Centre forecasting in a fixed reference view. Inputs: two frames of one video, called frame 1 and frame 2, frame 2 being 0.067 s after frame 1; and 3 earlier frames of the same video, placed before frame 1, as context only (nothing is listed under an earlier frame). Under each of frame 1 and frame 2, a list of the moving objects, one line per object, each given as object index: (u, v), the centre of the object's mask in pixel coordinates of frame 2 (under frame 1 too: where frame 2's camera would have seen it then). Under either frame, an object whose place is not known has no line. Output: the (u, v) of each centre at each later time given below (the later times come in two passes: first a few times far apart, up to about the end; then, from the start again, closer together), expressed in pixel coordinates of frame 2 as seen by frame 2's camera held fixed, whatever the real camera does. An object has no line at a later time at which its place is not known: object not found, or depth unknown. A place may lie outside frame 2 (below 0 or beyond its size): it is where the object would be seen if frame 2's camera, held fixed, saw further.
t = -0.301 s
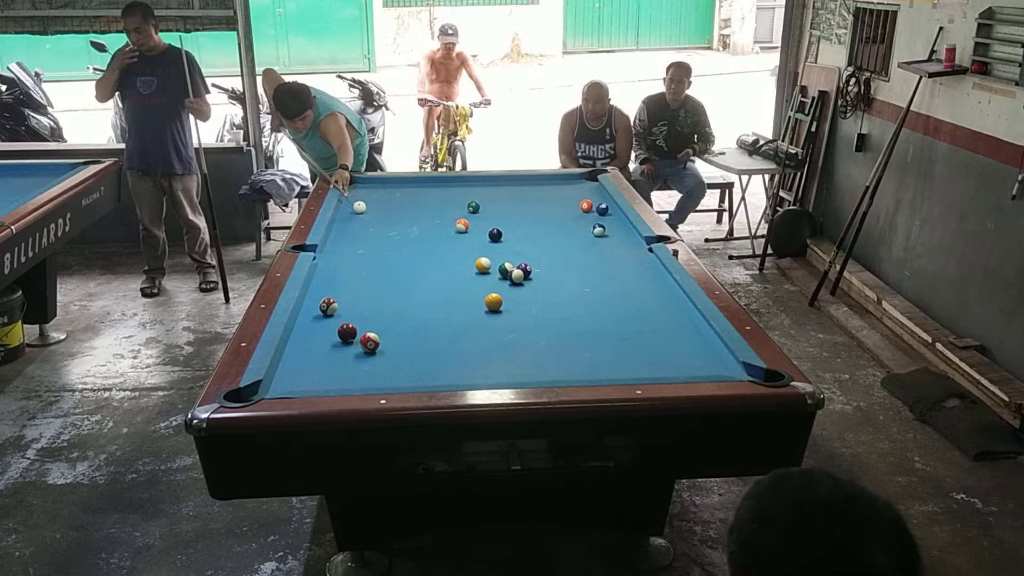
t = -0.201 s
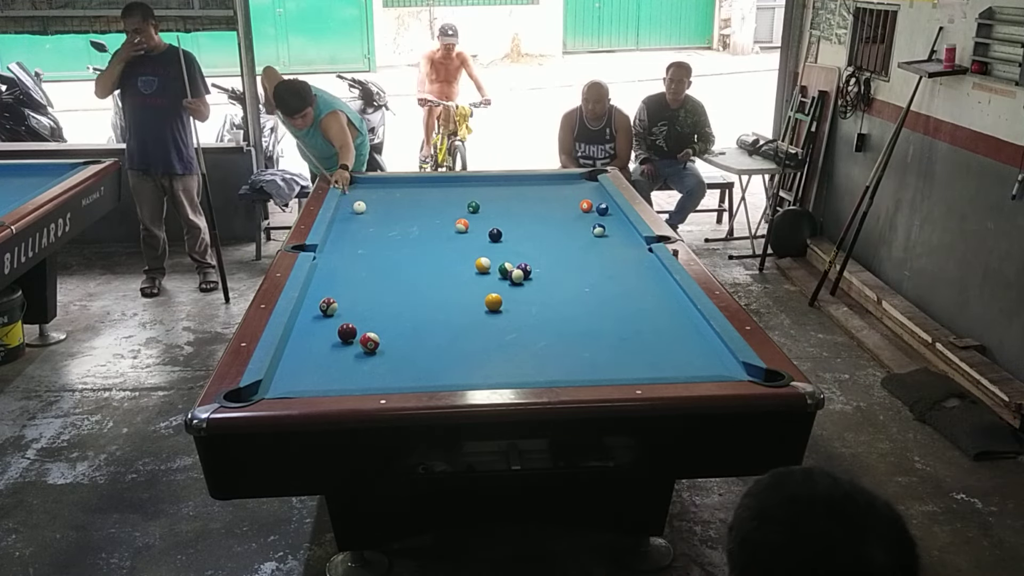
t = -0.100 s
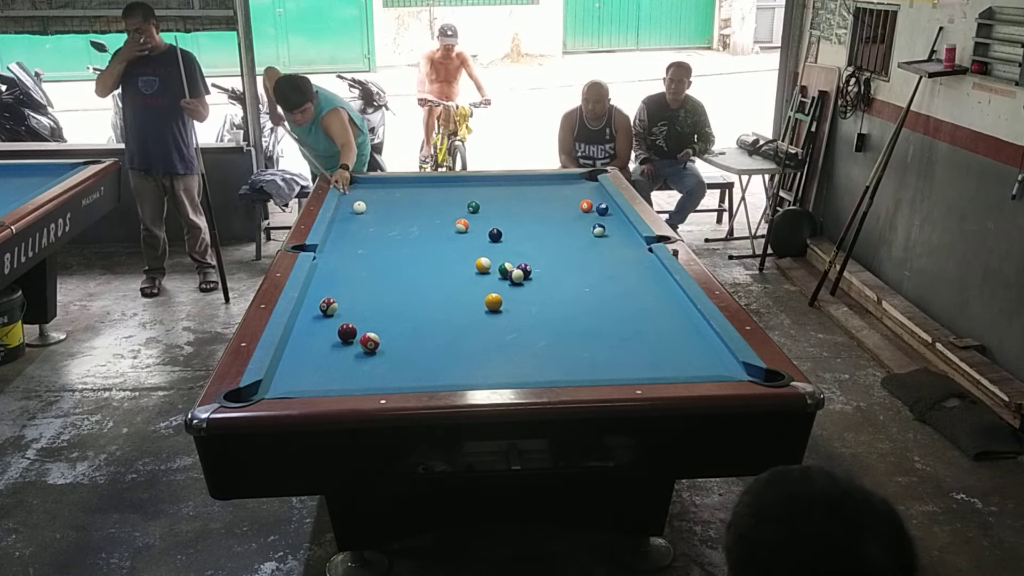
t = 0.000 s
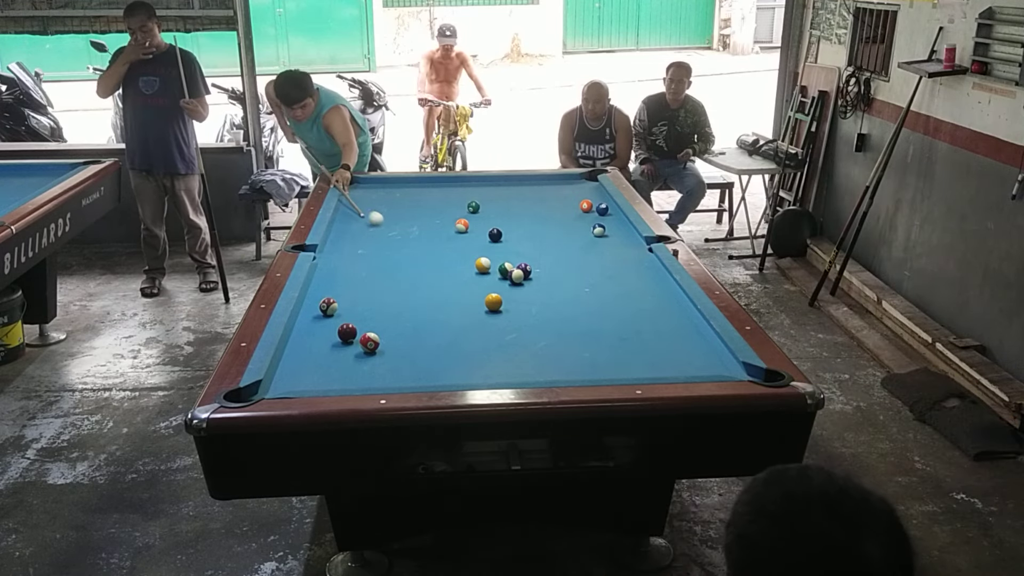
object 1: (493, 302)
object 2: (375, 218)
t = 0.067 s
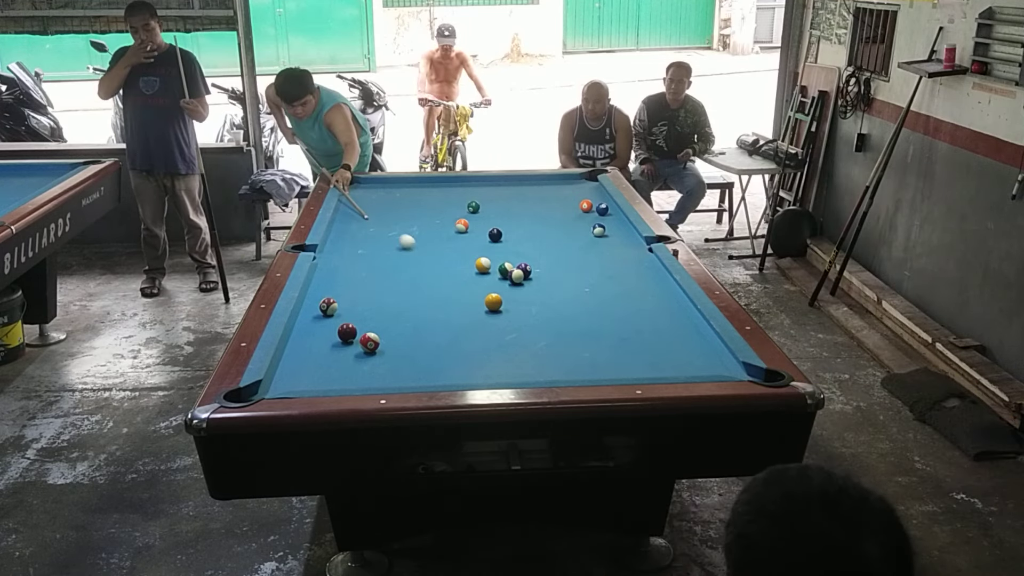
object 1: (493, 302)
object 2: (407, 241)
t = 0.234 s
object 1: (528, 313)
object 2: (469, 302)
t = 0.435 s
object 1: (725, 356)
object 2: (400, 326)
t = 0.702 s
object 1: (602, 297)
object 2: (351, 340)
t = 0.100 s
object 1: (493, 302)
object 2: (424, 254)
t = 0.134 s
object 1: (493, 302)
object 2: (442, 267)
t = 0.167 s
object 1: (493, 302)
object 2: (461, 281)
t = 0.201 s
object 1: (494, 302)
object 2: (480, 296)
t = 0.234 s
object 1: (528, 313)
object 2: (469, 302)
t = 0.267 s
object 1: (564, 326)
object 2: (457, 306)
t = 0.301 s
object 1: (604, 339)
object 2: (445, 311)
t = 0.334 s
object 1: (645, 353)
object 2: (433, 315)
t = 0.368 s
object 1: (687, 366)
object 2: (422, 319)
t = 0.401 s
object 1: (713, 366)
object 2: (411, 322)
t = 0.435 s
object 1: (725, 356)
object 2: (400, 326)
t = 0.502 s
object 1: (689, 338)
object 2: (379, 332)
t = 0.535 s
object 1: (672, 330)
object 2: (369, 332)
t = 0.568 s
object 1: (656, 323)
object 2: (364, 334)
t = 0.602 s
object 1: (642, 316)
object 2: (361, 335)
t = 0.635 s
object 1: (628, 309)
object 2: (358, 337)
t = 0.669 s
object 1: (614, 303)
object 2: (354, 339)
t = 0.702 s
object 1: (602, 297)
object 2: (351, 340)
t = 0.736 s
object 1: (589, 292)
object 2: (347, 341)
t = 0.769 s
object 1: (577, 286)
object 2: (343, 342)
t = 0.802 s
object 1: (566, 281)
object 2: (340, 344)
